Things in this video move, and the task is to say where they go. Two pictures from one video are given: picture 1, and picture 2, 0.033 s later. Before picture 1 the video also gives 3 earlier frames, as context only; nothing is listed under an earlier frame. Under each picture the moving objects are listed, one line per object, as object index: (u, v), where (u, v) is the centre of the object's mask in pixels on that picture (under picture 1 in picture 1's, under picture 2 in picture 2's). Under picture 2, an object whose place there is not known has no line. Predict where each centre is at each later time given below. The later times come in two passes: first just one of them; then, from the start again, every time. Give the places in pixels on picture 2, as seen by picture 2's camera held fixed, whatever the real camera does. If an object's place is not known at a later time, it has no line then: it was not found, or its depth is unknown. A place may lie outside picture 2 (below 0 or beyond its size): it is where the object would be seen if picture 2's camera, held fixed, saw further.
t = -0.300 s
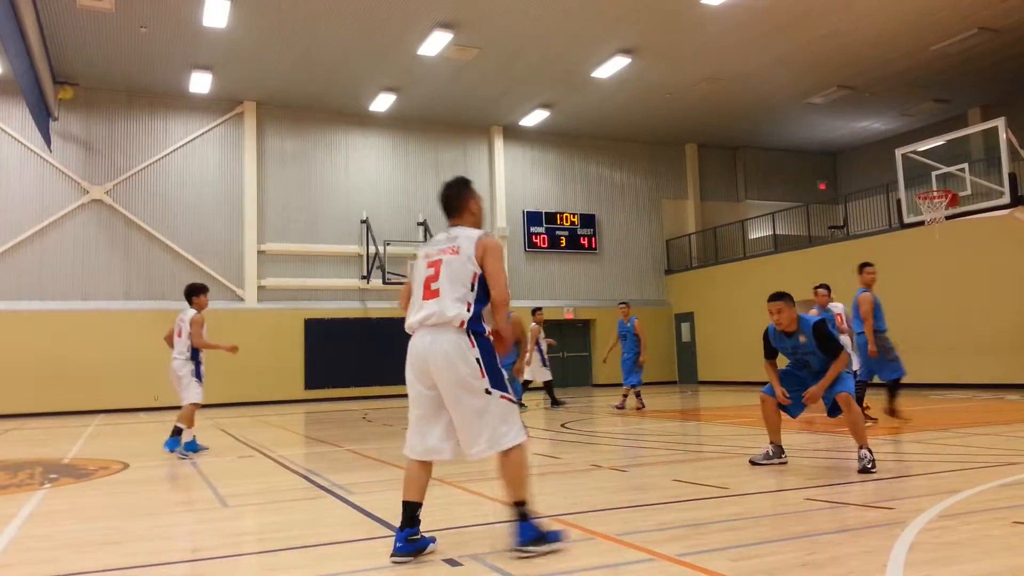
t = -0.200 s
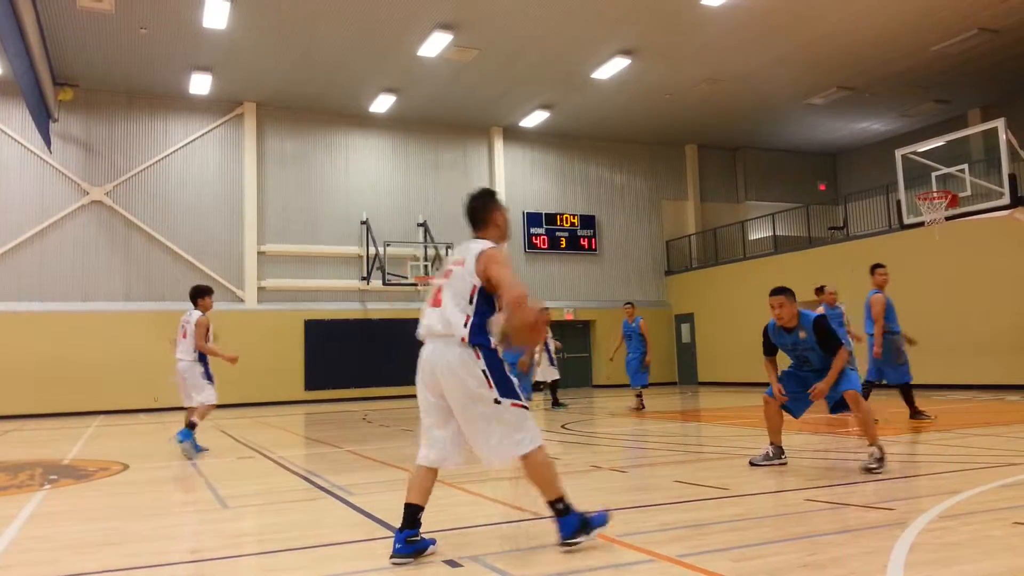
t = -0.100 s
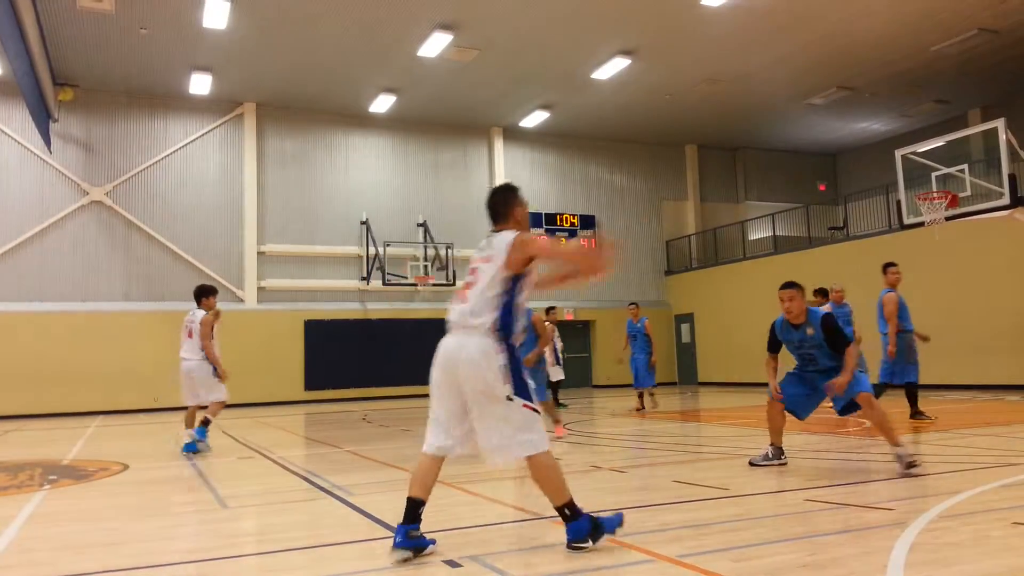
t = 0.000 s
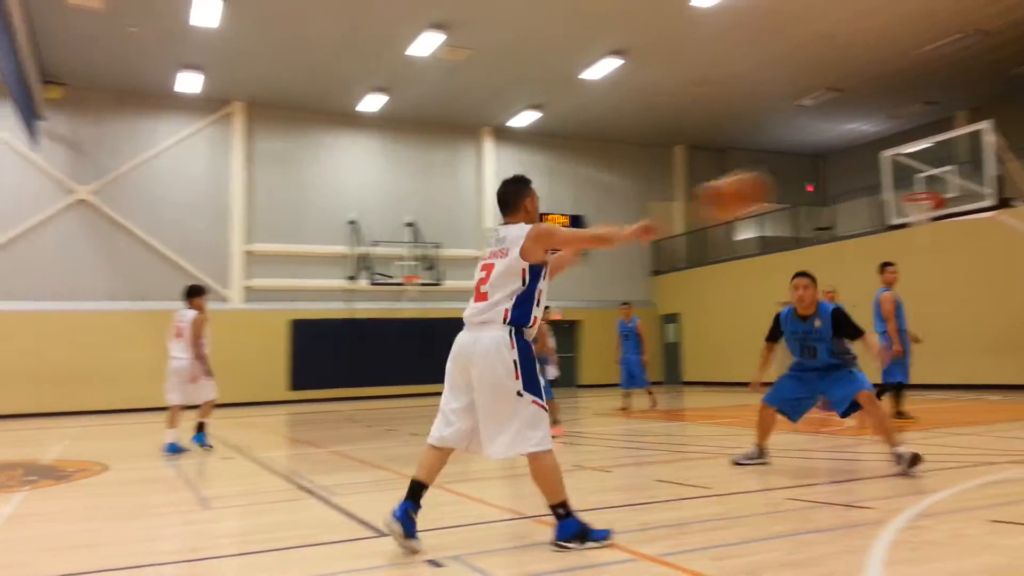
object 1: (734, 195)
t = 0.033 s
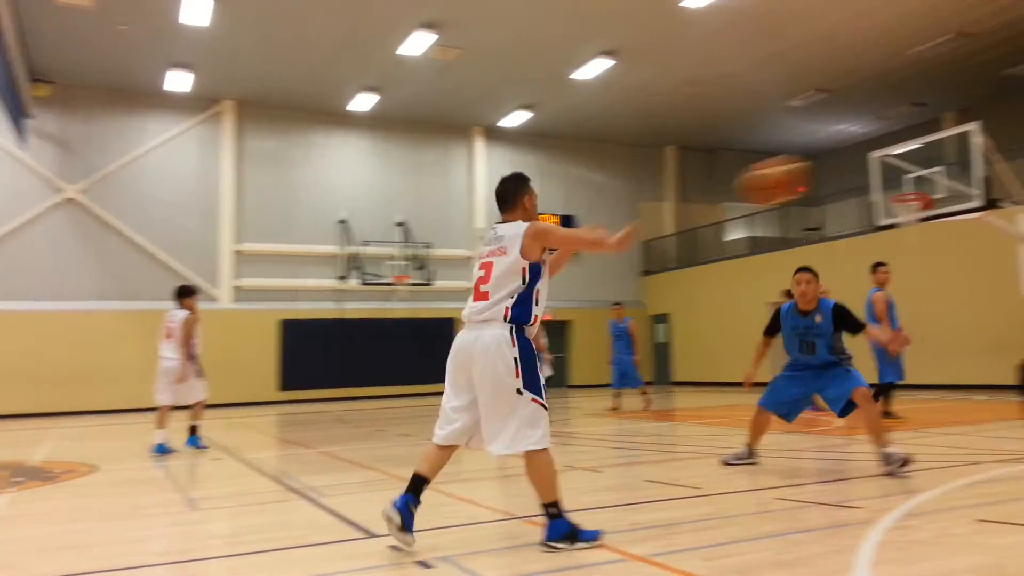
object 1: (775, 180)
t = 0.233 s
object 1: (1052, 133)
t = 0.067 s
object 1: (825, 168)
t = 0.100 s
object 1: (872, 156)
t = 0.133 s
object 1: (923, 147)
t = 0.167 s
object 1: (967, 141)
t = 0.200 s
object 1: (1013, 136)
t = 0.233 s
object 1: (1052, 133)
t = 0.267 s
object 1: (1092, 132)
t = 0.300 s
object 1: (1133, 131)
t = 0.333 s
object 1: (1171, 136)
